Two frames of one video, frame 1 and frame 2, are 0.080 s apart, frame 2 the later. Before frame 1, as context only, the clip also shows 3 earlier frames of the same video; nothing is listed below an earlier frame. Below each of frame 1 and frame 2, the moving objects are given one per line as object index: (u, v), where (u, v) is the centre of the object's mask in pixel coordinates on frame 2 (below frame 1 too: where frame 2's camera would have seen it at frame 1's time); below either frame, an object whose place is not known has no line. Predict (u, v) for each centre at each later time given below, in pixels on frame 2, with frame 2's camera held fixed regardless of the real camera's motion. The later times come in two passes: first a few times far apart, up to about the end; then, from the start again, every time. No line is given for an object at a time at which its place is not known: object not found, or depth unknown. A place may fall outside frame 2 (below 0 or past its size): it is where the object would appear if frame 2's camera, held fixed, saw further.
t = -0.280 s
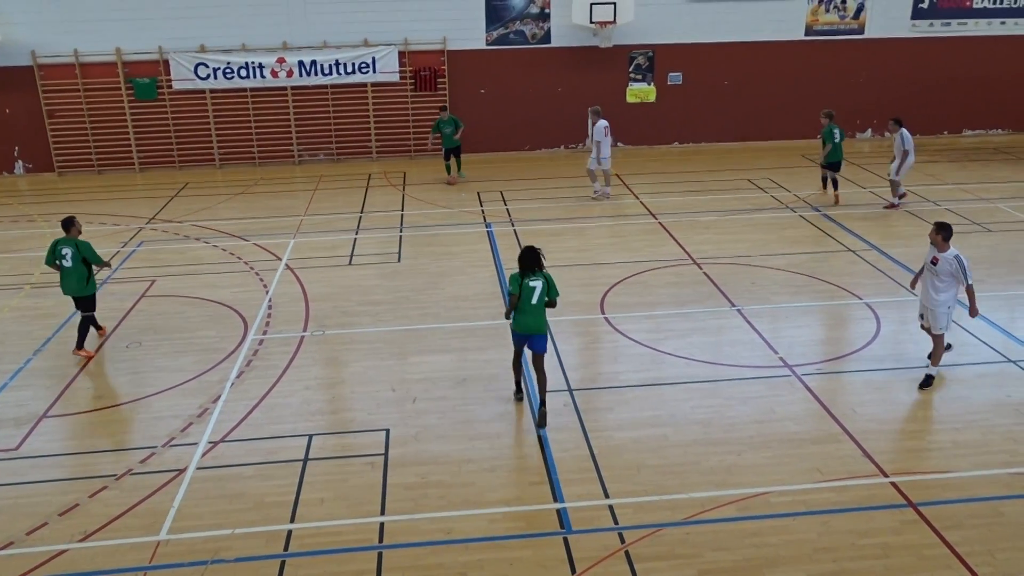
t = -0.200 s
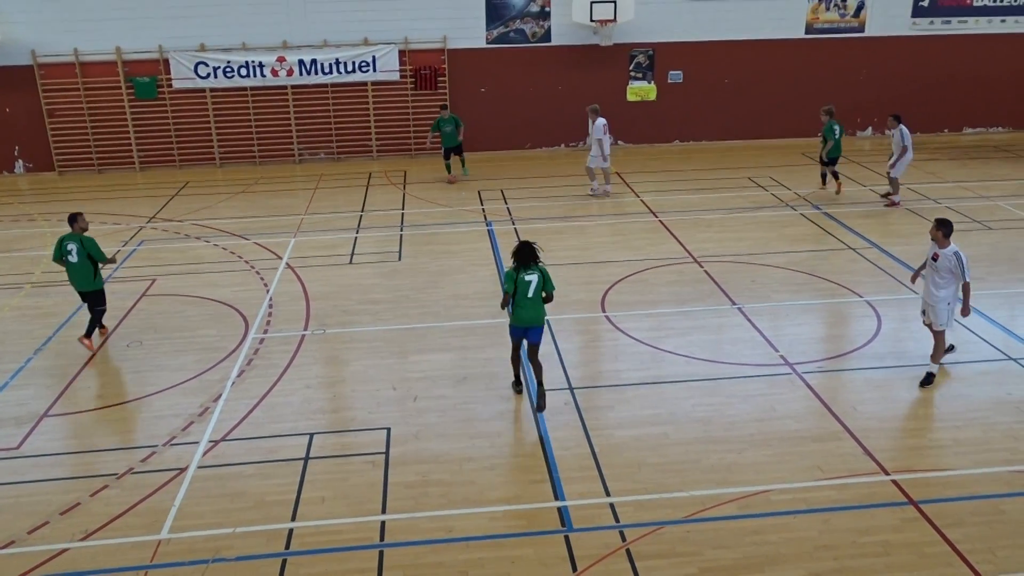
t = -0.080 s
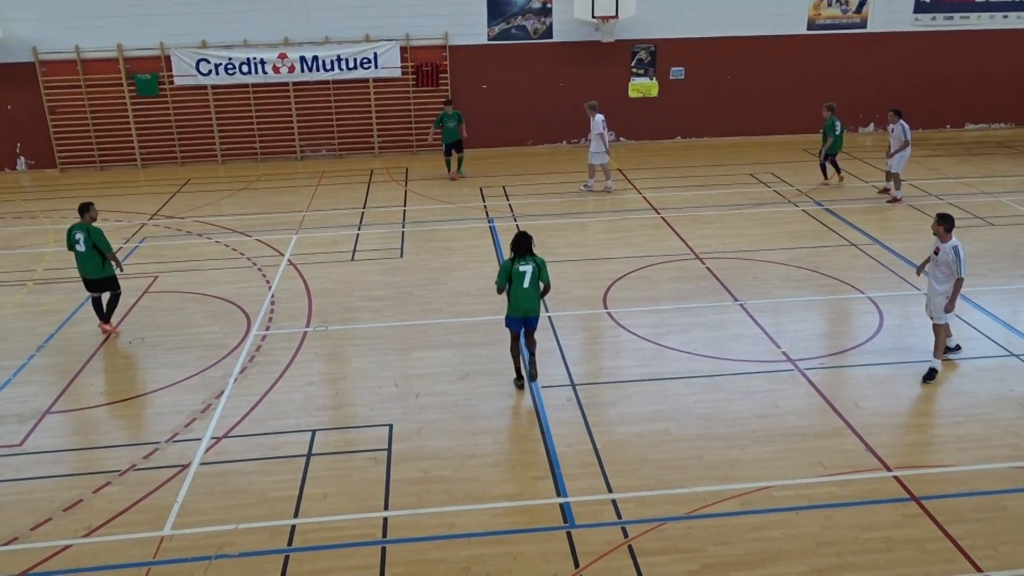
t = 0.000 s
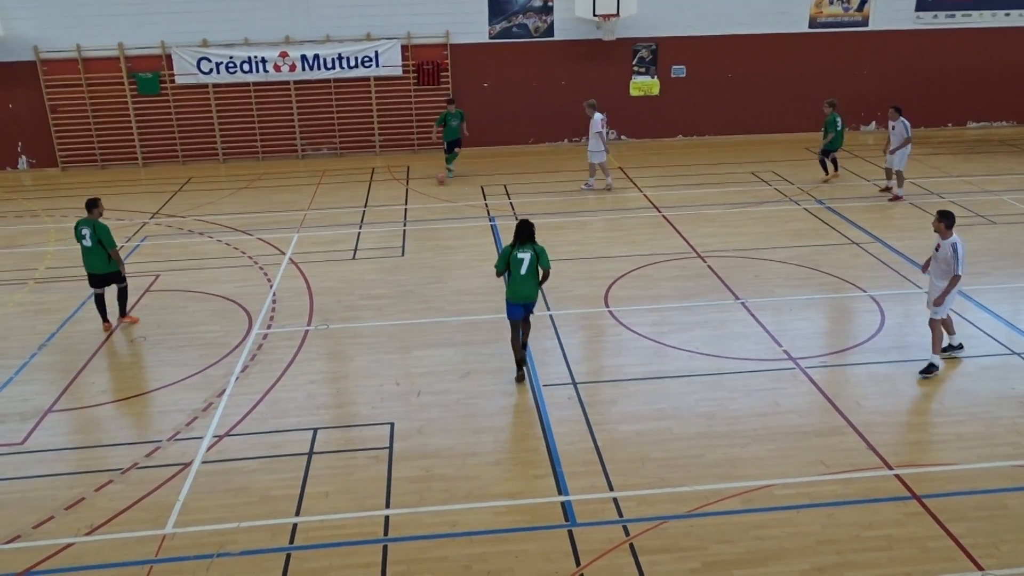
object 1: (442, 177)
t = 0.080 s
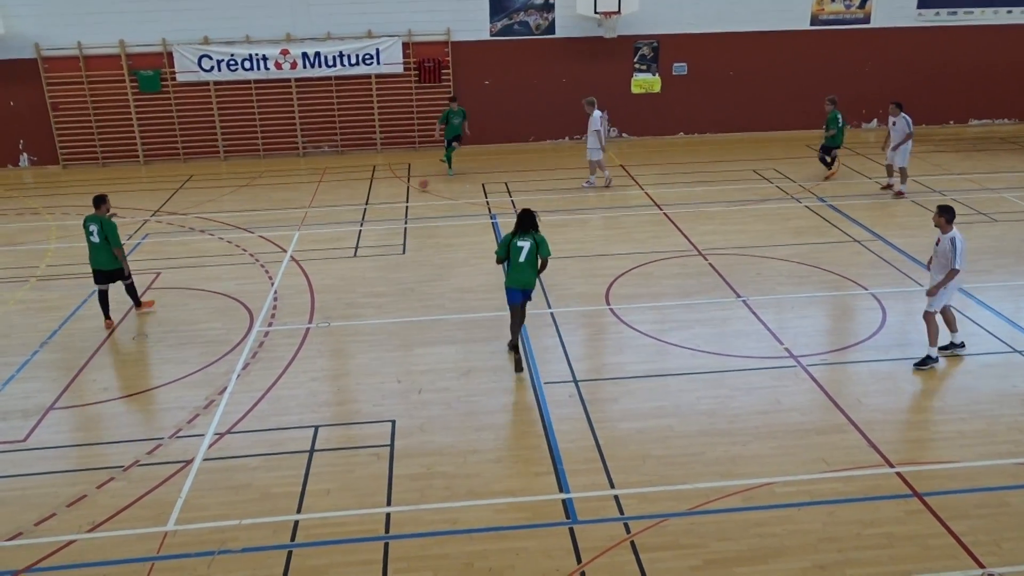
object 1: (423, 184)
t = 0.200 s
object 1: (395, 198)
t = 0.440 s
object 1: (338, 221)
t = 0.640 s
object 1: (287, 242)
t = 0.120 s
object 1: (413, 190)
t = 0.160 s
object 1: (403, 195)
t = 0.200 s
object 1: (395, 198)
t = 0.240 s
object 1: (385, 201)
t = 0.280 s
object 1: (375, 207)
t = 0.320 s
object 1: (366, 210)
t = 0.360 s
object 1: (357, 214)
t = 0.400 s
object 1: (347, 218)
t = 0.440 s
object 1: (338, 221)
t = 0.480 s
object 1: (328, 225)
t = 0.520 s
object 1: (318, 229)
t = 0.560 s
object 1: (308, 234)
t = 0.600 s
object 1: (298, 238)
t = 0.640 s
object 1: (287, 242)
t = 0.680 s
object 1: (277, 246)
